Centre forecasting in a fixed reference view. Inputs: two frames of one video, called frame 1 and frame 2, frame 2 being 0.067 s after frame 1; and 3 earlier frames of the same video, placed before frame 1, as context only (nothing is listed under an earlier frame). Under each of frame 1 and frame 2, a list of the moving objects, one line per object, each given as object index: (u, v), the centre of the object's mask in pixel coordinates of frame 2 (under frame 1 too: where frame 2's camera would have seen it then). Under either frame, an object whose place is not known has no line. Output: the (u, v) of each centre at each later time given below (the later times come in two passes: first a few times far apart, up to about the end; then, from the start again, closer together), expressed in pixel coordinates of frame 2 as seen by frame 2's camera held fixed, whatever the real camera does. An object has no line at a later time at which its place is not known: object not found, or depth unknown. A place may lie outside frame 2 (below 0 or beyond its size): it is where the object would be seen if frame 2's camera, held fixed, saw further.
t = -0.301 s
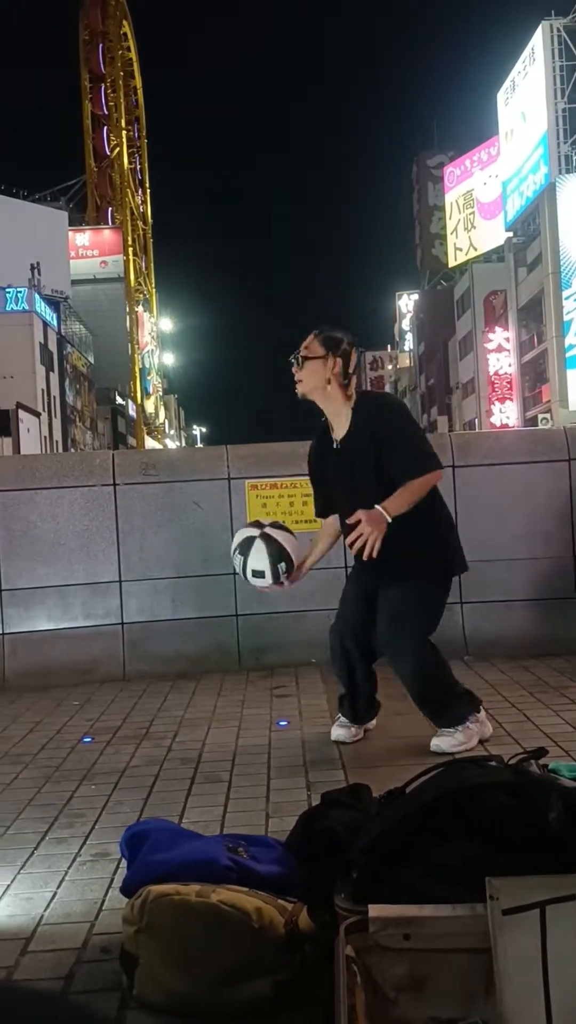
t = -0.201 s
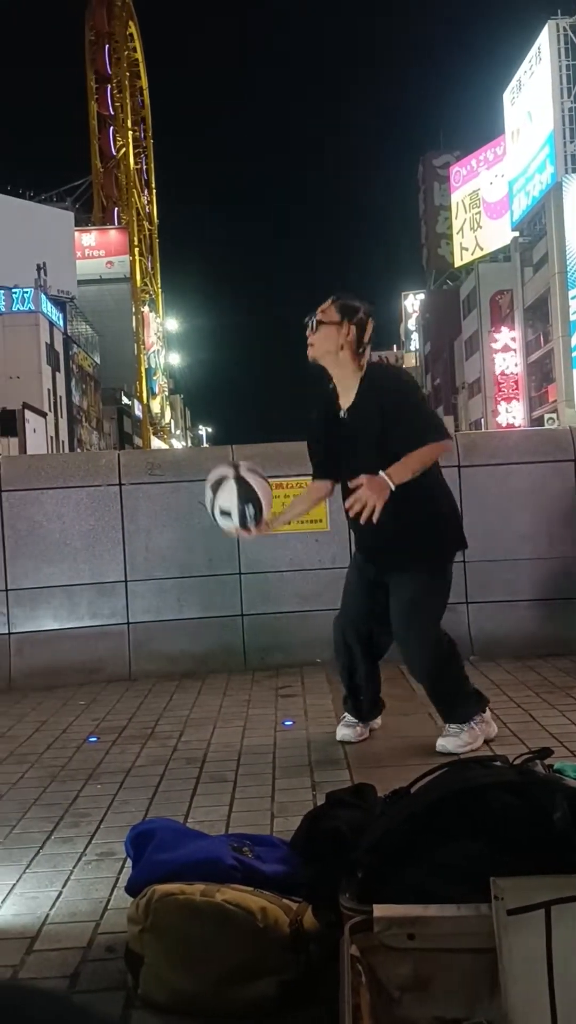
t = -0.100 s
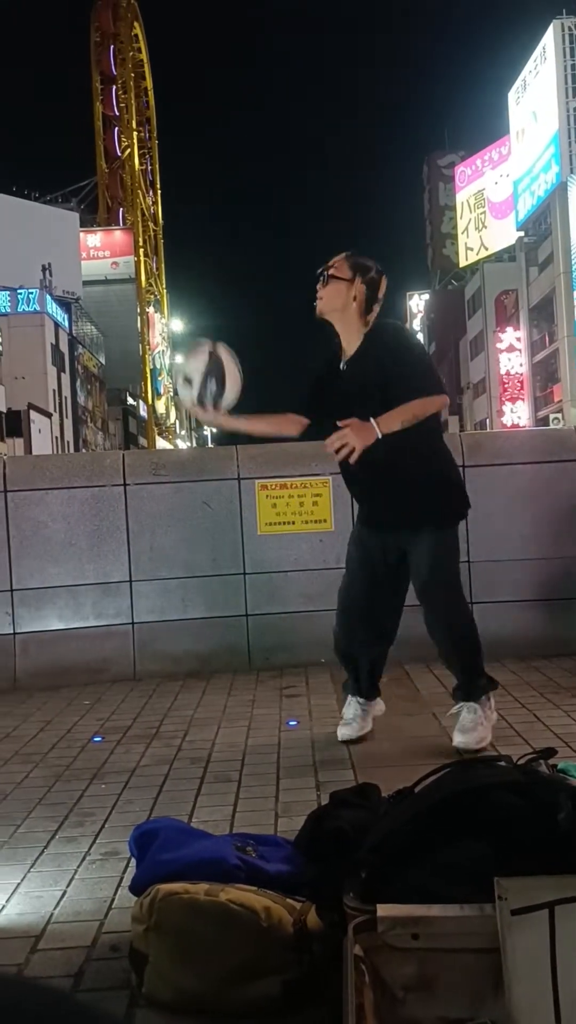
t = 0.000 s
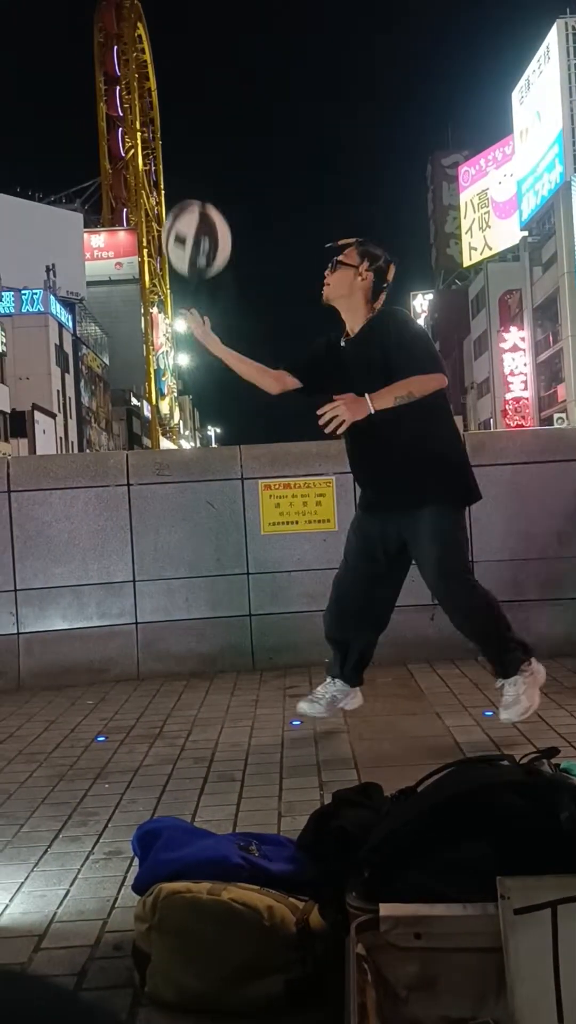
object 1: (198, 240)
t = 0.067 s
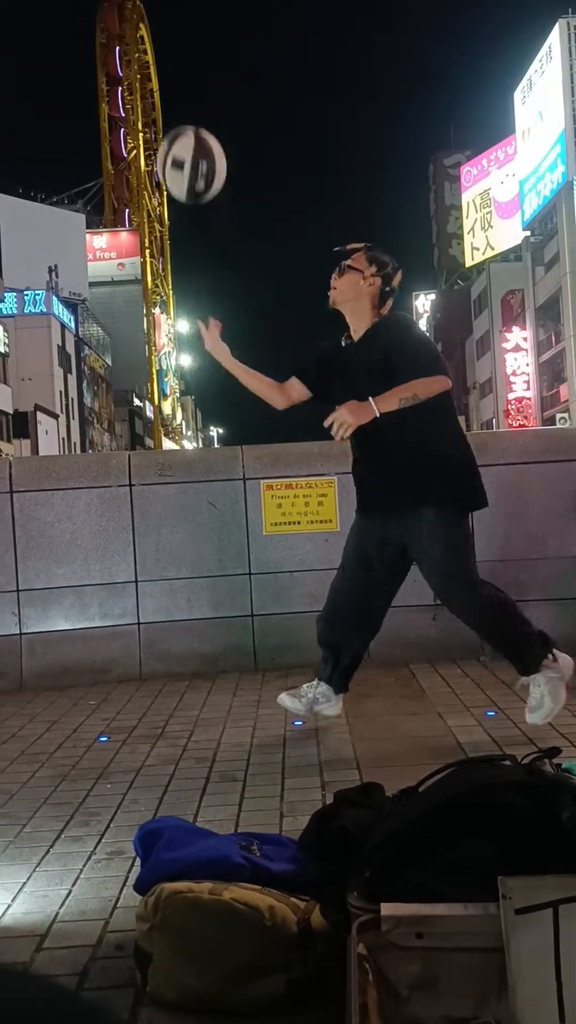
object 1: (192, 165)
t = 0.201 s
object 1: (180, 52)
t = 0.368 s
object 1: (172, 3)
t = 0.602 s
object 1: (167, 13)
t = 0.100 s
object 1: (188, 132)
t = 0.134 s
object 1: (186, 102)
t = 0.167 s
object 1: (183, 76)
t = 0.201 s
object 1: (180, 52)
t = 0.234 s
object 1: (178, 33)
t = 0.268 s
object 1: (176, 22)
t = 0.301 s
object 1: (174, 14)
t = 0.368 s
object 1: (172, 3)
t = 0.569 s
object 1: (166, 3)
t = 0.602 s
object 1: (167, 13)
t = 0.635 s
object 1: (167, 31)
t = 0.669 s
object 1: (168, 51)
